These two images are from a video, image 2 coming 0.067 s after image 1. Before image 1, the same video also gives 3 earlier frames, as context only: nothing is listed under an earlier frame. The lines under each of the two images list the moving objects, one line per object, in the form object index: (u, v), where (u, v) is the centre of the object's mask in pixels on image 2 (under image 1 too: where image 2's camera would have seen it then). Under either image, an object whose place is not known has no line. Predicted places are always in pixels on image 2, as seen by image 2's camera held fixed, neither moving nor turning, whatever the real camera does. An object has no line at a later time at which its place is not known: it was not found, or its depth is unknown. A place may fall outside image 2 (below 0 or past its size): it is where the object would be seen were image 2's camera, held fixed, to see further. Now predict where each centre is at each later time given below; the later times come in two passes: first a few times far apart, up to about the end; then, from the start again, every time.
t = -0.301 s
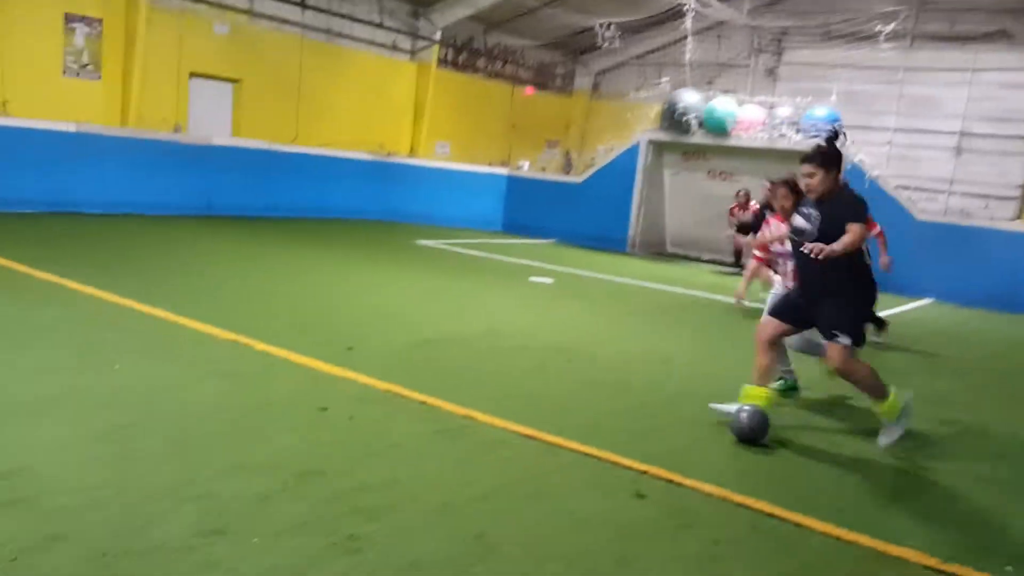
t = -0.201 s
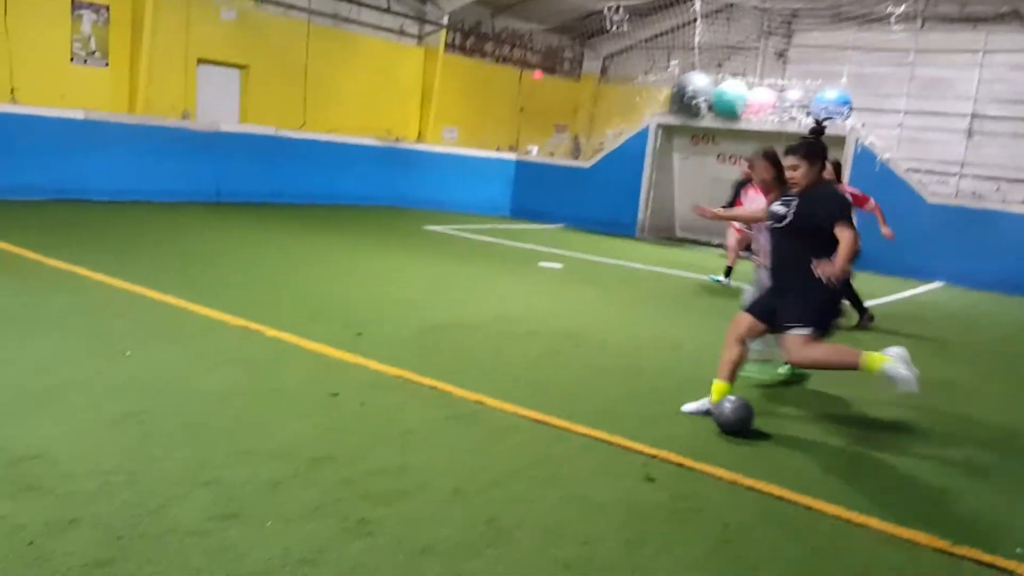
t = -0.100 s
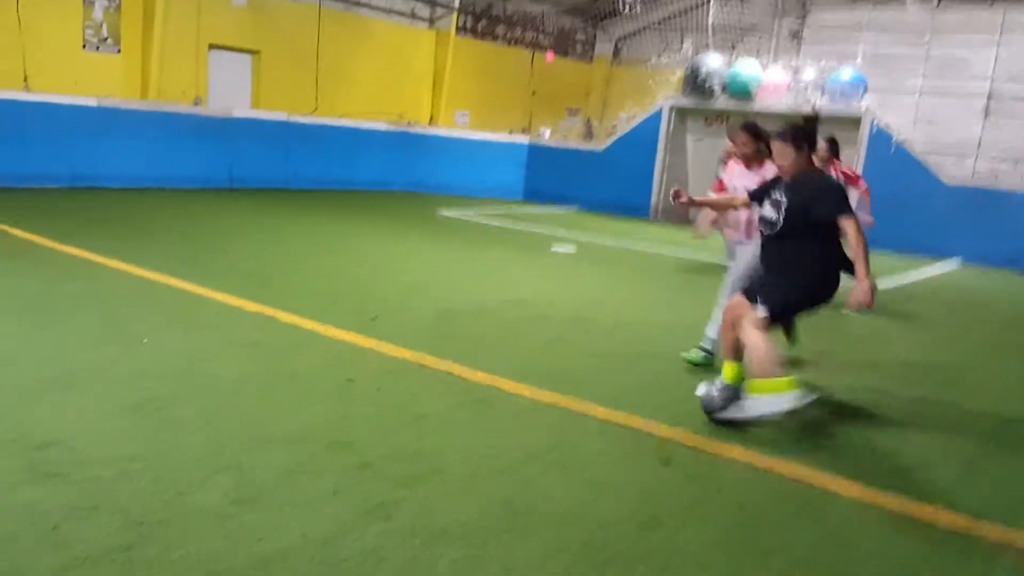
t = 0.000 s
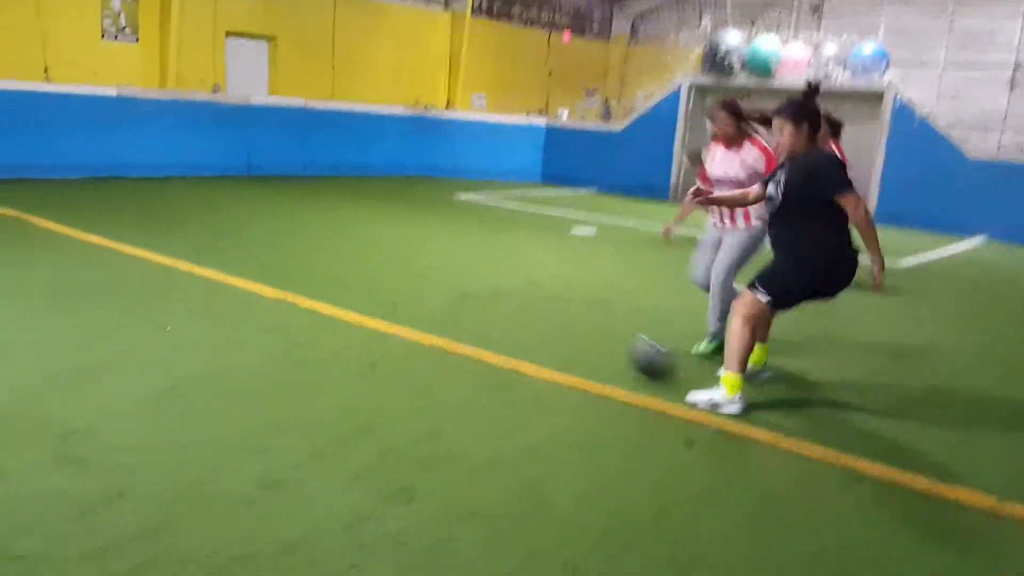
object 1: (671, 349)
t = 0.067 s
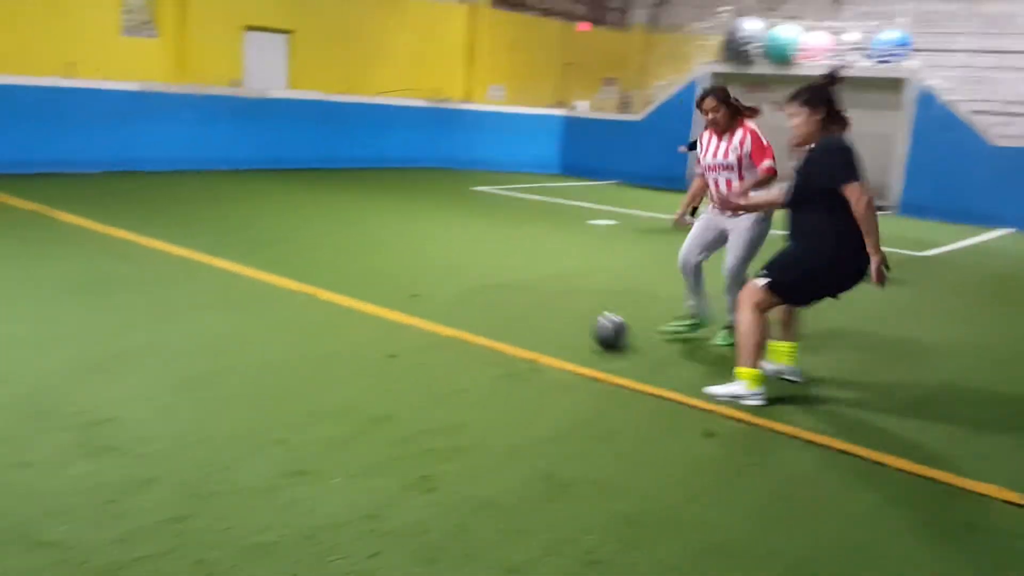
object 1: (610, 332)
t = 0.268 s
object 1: (480, 292)
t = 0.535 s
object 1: (370, 261)
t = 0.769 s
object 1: (297, 243)
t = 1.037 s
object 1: (227, 224)
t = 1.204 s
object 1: (190, 214)
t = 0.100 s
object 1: (583, 324)
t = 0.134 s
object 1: (560, 316)
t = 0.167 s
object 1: (538, 308)
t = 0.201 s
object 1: (517, 304)
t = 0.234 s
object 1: (497, 298)
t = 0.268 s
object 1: (480, 292)
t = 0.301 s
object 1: (463, 288)
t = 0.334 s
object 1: (447, 282)
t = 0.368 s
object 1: (433, 277)
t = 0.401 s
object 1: (419, 274)
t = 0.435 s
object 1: (407, 271)
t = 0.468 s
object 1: (394, 267)
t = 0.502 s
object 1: (381, 264)
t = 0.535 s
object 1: (370, 261)
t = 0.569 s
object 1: (359, 258)
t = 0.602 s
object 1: (348, 256)
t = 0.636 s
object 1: (337, 253)
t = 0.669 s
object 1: (326, 250)
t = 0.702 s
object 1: (317, 248)
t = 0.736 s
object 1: (307, 245)
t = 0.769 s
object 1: (297, 243)
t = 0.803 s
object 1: (288, 240)
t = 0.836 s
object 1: (279, 238)
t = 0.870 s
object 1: (270, 235)
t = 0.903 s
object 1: (261, 232)
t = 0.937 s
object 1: (253, 231)
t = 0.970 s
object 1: (244, 228)
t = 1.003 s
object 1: (235, 226)
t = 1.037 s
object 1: (227, 224)
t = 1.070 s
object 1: (219, 223)
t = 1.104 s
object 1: (212, 220)
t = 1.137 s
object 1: (205, 219)
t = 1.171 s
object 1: (198, 218)
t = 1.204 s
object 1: (190, 214)
